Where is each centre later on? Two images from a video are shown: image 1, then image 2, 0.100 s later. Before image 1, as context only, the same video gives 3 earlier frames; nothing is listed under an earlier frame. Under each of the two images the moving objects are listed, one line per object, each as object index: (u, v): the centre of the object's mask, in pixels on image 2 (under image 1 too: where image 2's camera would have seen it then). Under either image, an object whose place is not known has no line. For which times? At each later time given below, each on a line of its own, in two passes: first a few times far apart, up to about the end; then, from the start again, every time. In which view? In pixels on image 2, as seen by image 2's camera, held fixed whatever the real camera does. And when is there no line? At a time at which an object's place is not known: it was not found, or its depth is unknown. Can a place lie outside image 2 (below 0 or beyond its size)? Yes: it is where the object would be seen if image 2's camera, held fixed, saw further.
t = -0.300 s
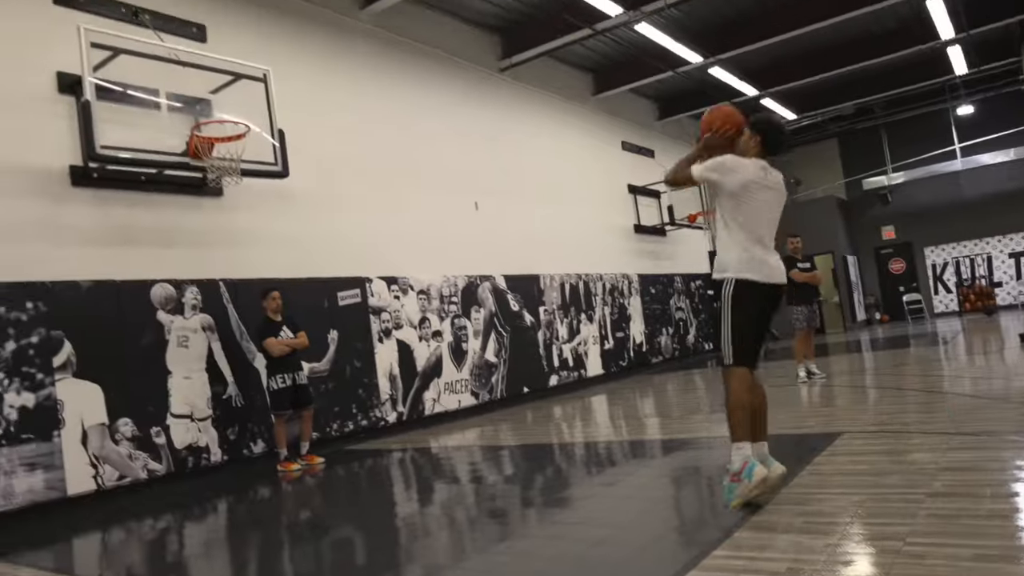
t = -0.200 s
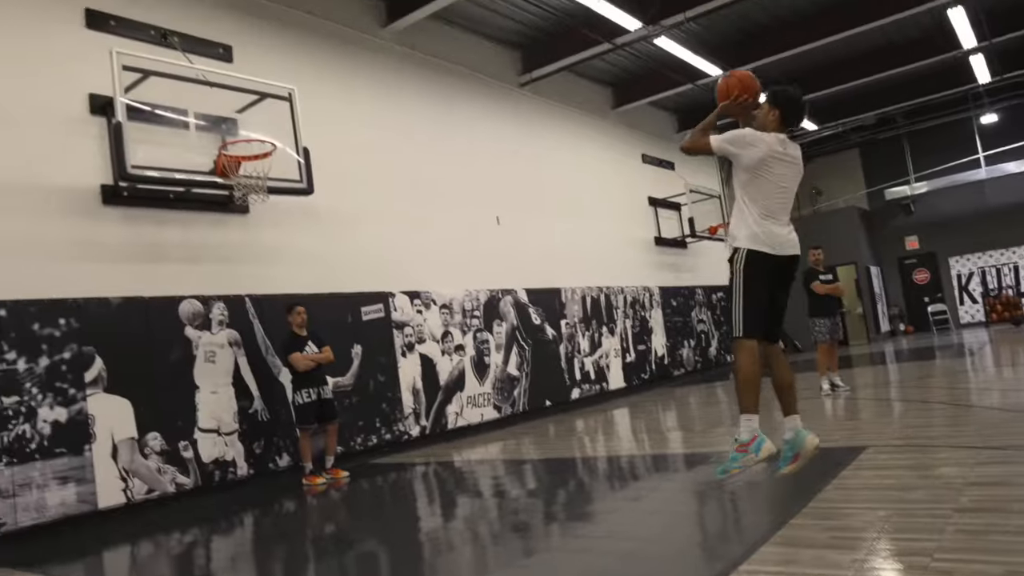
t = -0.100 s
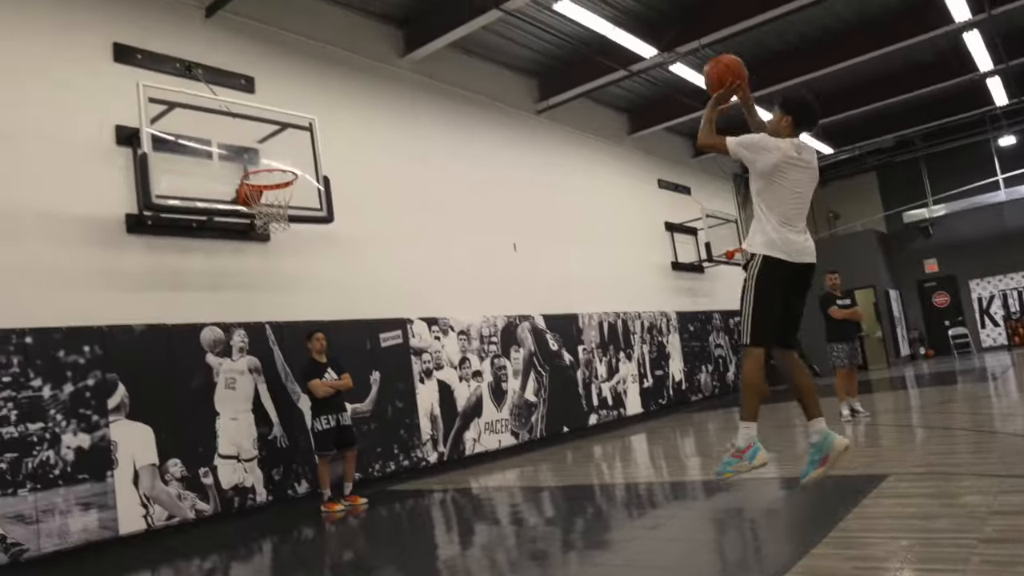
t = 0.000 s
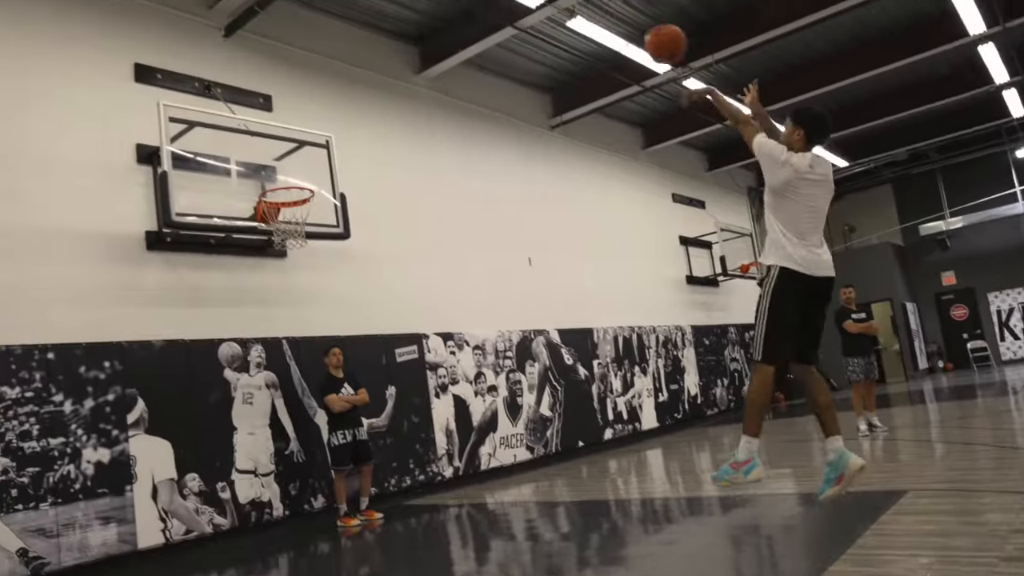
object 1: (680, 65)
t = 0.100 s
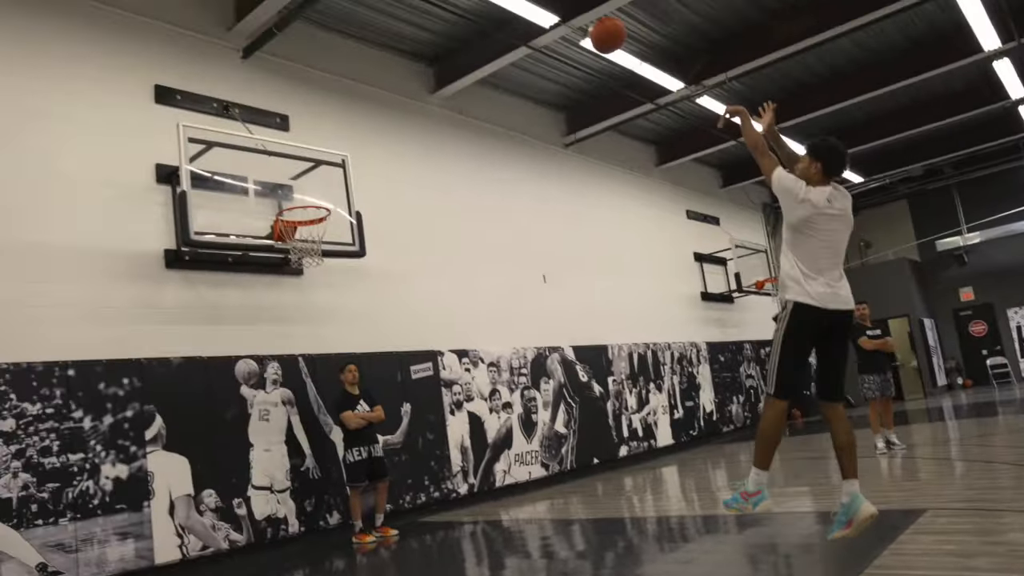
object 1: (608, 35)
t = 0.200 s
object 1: (548, 24)
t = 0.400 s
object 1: (454, 42)
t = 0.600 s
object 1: (383, 96)
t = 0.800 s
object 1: (329, 181)
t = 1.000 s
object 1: (295, 243)
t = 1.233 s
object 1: (290, 313)
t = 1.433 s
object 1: (291, 422)
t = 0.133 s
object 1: (586, 30)
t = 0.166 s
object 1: (567, 27)
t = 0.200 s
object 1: (548, 24)
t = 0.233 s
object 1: (529, 24)
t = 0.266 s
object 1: (512, 26)
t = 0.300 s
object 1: (497, 28)
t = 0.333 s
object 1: (482, 31)
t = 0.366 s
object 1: (467, 36)
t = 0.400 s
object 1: (454, 42)
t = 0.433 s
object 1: (441, 49)
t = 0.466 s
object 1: (428, 56)
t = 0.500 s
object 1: (417, 64)
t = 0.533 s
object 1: (406, 74)
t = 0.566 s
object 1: (394, 84)
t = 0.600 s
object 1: (383, 96)
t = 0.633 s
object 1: (373, 109)
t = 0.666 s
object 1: (363, 122)
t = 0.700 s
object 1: (354, 135)
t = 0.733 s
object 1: (345, 149)
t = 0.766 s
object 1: (337, 165)
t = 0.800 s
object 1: (329, 181)
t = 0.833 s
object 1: (321, 198)
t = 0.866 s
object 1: (314, 211)
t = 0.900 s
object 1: (307, 222)
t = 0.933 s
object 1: (300, 232)
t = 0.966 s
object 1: (296, 237)
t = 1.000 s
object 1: (295, 243)
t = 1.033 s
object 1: (294, 253)
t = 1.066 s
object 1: (293, 262)
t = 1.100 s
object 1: (292, 269)
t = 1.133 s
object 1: (291, 277)
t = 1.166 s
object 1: (291, 288)
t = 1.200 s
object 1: (290, 300)
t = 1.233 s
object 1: (290, 313)
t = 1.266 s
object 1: (290, 327)
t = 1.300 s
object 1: (290, 343)
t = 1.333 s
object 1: (290, 360)
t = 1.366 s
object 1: (290, 379)
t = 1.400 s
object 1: (291, 399)
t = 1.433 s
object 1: (291, 422)
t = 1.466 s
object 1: (291, 445)
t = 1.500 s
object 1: (293, 470)
